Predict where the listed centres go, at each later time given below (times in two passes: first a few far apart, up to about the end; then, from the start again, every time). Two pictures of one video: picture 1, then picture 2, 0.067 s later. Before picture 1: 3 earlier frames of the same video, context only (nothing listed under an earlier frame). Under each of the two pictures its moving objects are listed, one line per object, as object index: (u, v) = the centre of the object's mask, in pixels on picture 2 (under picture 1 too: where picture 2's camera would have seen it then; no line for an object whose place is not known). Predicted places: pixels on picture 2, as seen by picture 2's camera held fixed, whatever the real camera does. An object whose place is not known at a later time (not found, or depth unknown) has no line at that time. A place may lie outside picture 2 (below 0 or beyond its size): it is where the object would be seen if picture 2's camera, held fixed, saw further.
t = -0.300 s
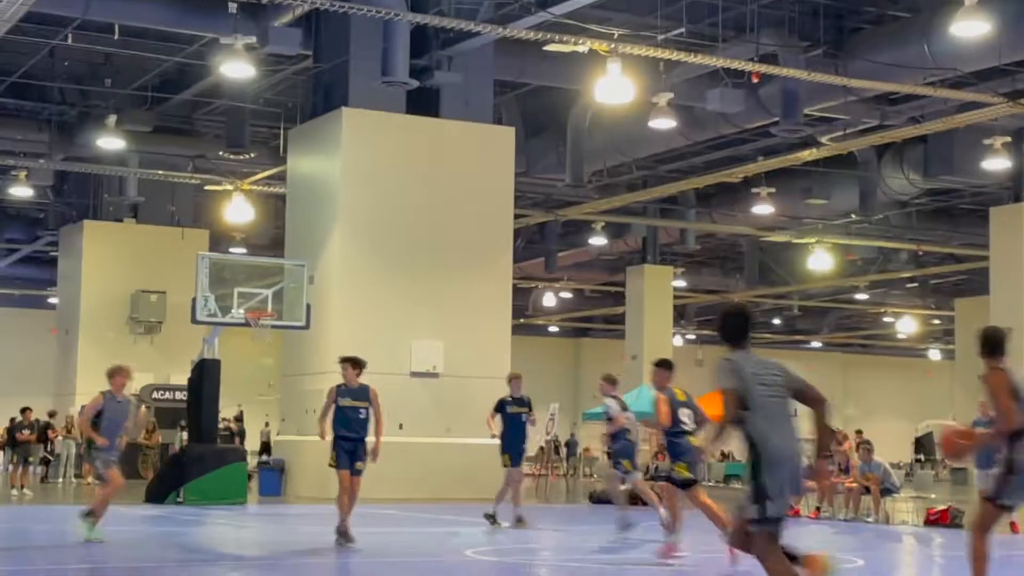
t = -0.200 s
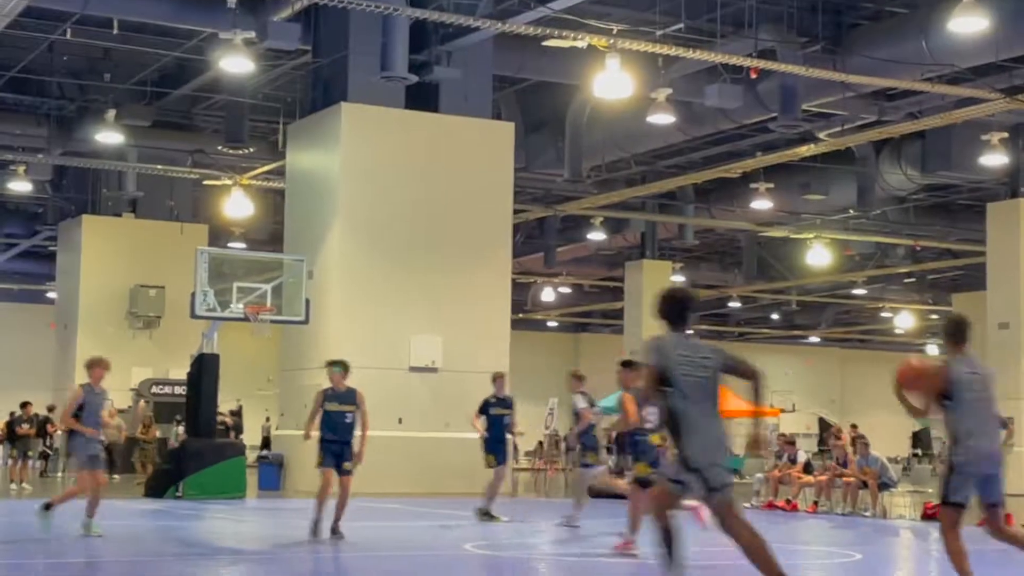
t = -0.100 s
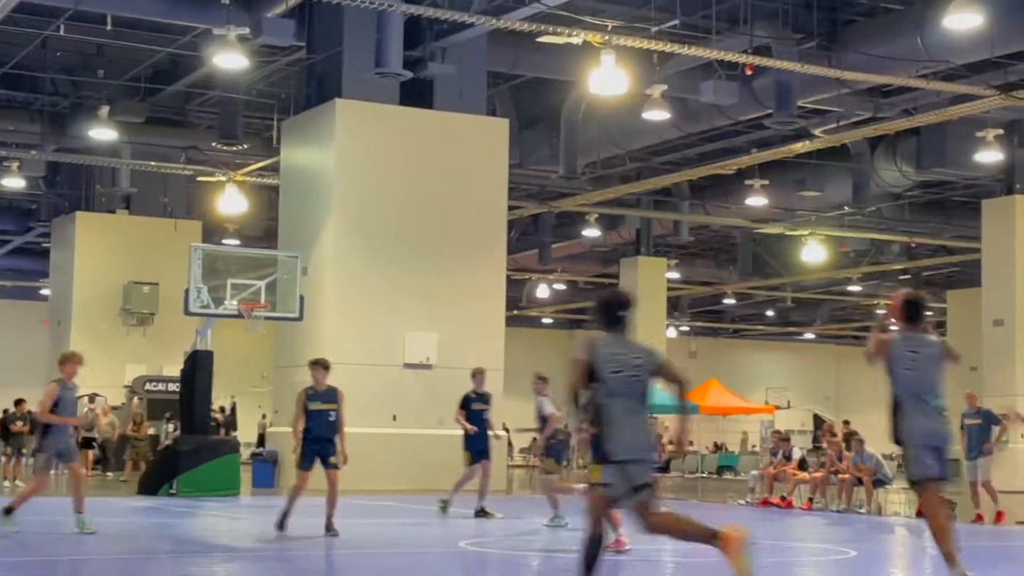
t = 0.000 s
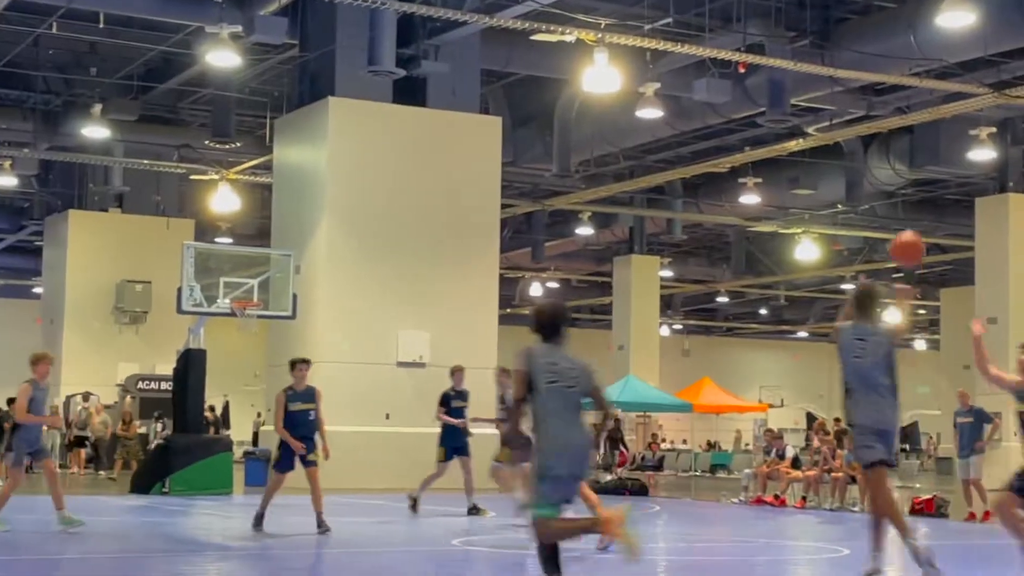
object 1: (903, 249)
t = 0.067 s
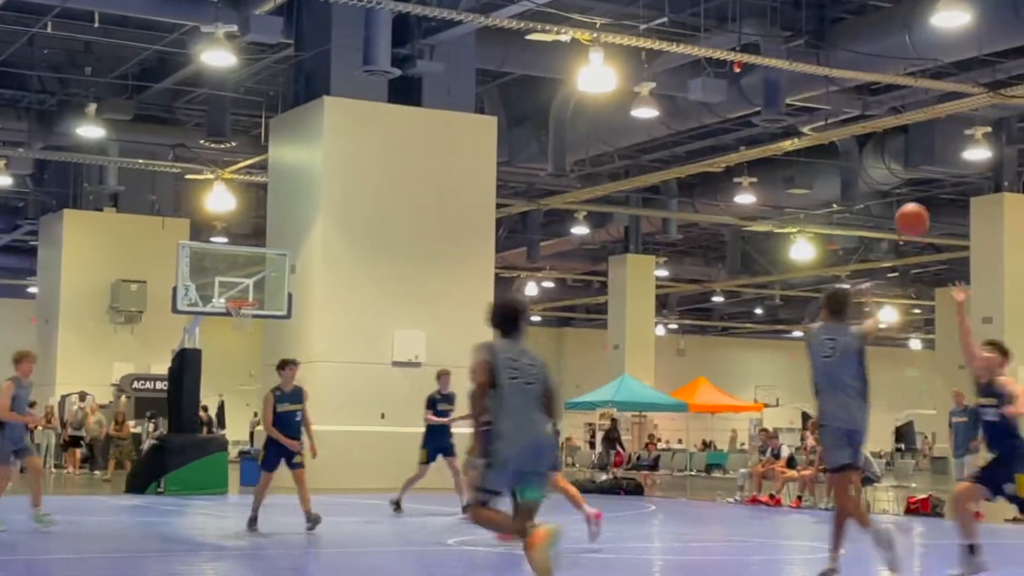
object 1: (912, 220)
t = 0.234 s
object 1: (929, 182)
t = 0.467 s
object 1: (951, 189)
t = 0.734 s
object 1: (969, 259)
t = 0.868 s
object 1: (978, 313)
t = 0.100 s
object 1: (916, 209)
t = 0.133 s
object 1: (919, 200)
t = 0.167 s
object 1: (923, 193)
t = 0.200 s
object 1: (926, 187)
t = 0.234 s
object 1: (929, 182)
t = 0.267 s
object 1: (933, 179)
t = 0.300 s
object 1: (936, 178)
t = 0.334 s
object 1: (939, 178)
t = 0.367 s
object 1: (942, 179)
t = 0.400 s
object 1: (945, 181)
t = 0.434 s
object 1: (948, 184)
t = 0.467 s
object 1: (951, 189)
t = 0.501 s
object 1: (954, 194)
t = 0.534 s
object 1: (956, 201)
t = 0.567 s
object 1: (958, 209)
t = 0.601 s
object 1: (961, 217)
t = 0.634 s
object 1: (963, 226)
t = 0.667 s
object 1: (965, 236)
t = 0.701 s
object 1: (967, 247)
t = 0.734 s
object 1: (969, 259)
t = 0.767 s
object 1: (971, 271)
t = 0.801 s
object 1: (973, 284)
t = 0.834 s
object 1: (975, 298)
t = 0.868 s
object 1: (978, 313)
